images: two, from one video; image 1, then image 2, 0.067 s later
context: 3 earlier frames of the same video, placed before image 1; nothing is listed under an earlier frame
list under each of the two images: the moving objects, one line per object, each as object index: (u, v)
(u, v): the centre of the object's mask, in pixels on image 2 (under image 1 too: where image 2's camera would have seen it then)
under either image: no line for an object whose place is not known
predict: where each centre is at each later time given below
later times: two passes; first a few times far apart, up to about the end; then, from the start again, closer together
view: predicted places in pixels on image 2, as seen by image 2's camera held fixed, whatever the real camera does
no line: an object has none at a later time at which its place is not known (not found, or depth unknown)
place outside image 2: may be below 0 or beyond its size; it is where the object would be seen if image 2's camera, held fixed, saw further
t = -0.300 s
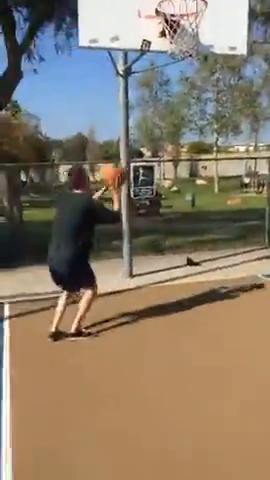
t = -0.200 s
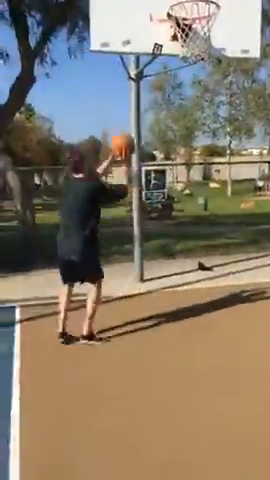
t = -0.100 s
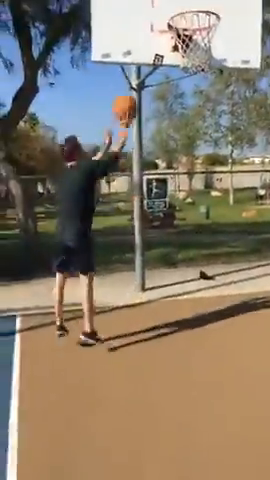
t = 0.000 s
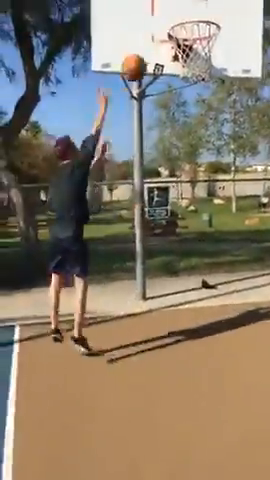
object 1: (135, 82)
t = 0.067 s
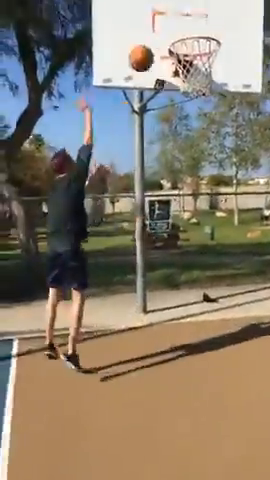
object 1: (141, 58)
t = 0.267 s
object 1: (162, 21)
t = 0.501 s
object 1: (189, 30)
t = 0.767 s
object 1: (205, 69)
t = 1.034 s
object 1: (184, 92)
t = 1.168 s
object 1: (180, 103)
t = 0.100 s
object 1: (144, 47)
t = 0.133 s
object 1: (147, 39)
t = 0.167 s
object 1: (151, 33)
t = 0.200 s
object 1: (154, 27)
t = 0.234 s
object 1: (158, 24)
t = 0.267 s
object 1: (162, 21)
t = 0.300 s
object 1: (165, 20)
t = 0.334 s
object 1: (170, 19)
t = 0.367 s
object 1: (174, 19)
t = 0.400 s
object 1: (178, 21)
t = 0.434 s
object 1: (182, 24)
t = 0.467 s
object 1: (186, 28)
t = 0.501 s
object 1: (189, 30)
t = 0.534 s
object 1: (191, 32)
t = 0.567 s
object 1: (193, 34)
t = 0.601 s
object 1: (196, 39)
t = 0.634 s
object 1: (198, 45)
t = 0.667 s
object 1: (202, 51)
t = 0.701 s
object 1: (205, 56)
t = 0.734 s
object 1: (206, 66)
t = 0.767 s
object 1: (205, 69)
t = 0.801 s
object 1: (205, 72)
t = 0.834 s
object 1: (204, 71)
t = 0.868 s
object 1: (201, 71)
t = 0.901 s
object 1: (199, 72)
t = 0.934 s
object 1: (192, 89)
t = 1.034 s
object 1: (184, 92)
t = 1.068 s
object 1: (184, 93)
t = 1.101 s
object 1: (184, 96)
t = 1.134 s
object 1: (181, 98)
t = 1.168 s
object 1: (180, 103)
